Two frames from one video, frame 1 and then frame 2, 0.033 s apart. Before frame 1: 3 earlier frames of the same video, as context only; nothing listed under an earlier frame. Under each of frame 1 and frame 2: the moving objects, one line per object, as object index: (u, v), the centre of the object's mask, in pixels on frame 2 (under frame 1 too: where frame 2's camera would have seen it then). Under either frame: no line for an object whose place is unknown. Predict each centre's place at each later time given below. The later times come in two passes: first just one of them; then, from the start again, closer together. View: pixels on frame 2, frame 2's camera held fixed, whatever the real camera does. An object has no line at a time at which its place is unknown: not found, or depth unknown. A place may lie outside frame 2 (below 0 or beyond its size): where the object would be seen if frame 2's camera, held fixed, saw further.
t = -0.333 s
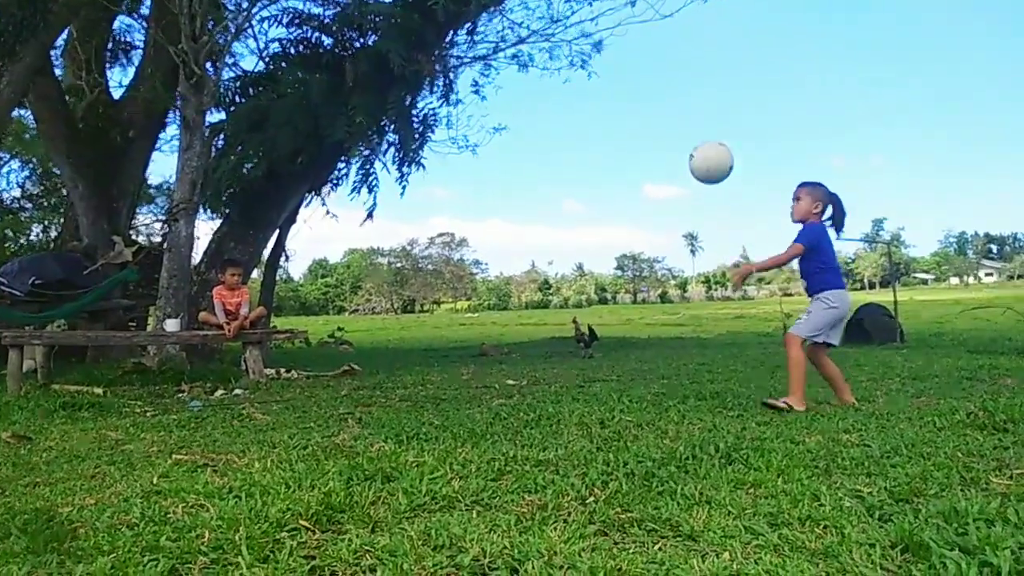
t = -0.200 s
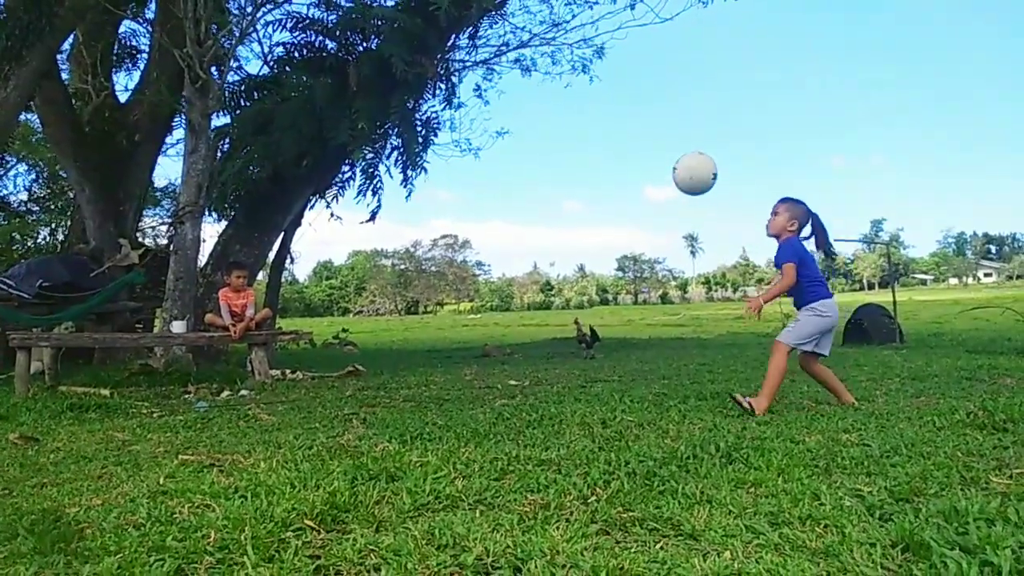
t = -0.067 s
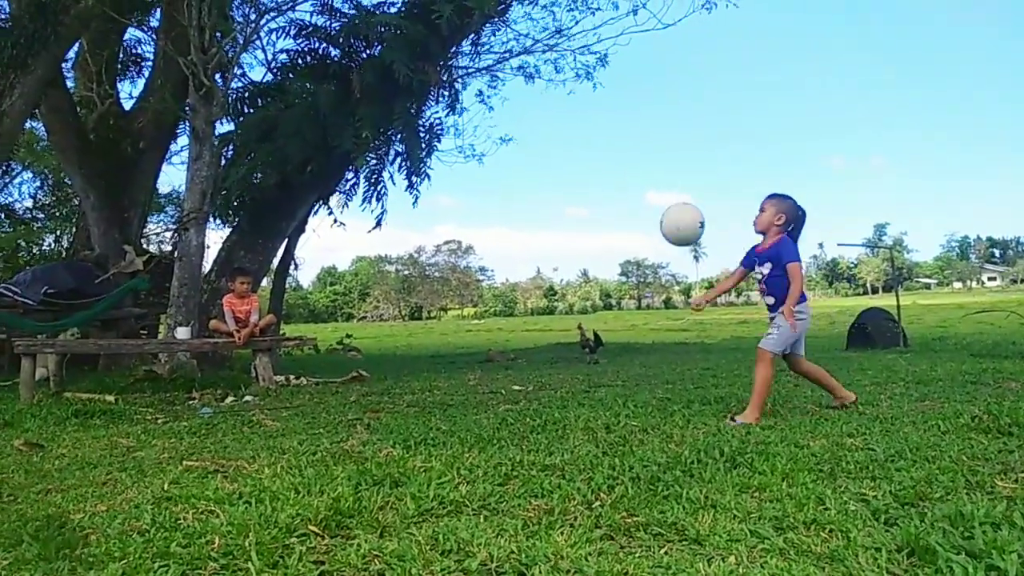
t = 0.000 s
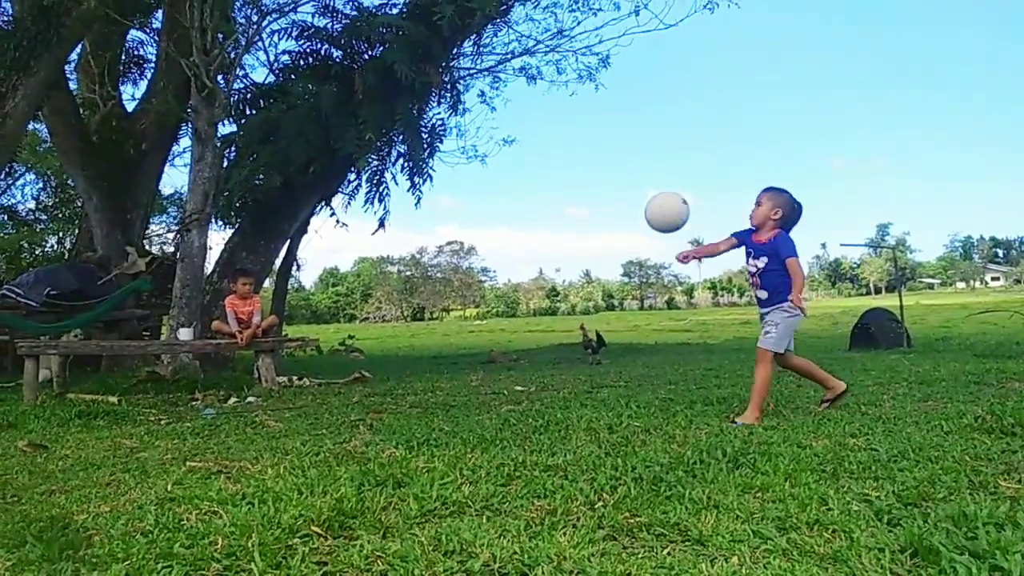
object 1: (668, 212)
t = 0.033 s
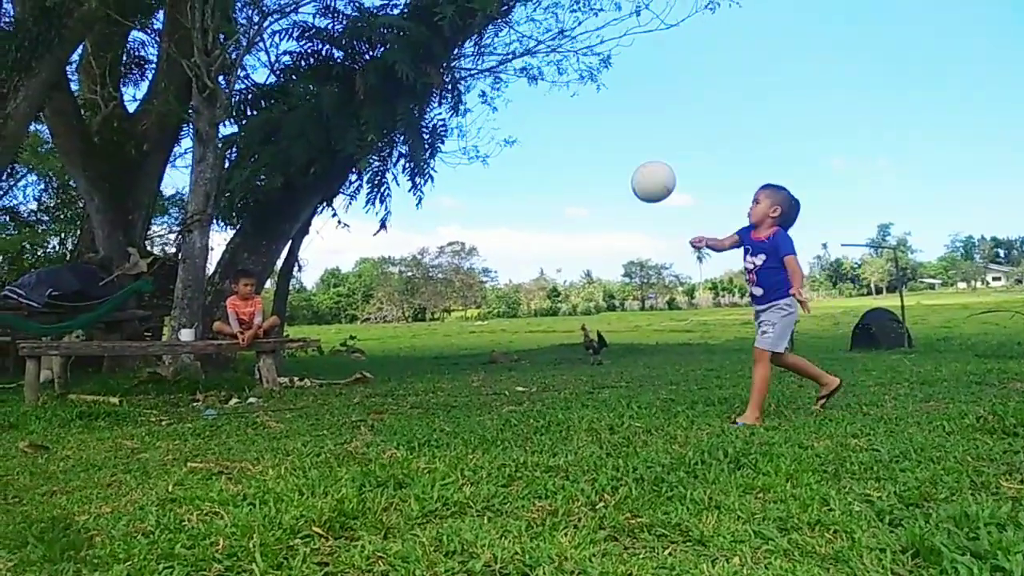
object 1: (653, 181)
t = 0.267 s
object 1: (551, 31)
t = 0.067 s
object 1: (639, 153)
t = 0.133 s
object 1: (609, 103)
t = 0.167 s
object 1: (595, 82)
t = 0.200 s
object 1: (581, 63)
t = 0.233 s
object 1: (566, 45)
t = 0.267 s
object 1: (551, 31)
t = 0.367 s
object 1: (506, 7)
